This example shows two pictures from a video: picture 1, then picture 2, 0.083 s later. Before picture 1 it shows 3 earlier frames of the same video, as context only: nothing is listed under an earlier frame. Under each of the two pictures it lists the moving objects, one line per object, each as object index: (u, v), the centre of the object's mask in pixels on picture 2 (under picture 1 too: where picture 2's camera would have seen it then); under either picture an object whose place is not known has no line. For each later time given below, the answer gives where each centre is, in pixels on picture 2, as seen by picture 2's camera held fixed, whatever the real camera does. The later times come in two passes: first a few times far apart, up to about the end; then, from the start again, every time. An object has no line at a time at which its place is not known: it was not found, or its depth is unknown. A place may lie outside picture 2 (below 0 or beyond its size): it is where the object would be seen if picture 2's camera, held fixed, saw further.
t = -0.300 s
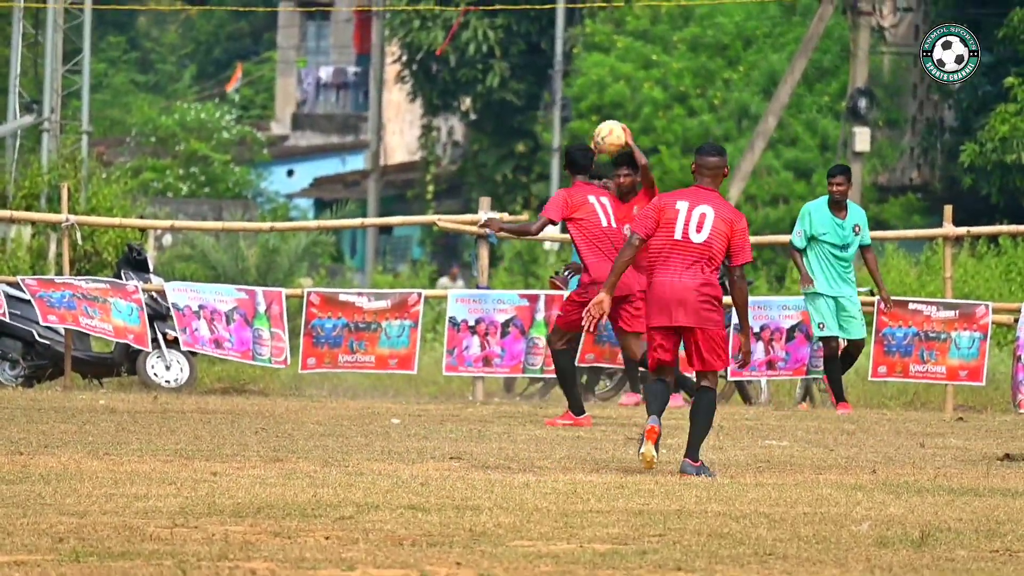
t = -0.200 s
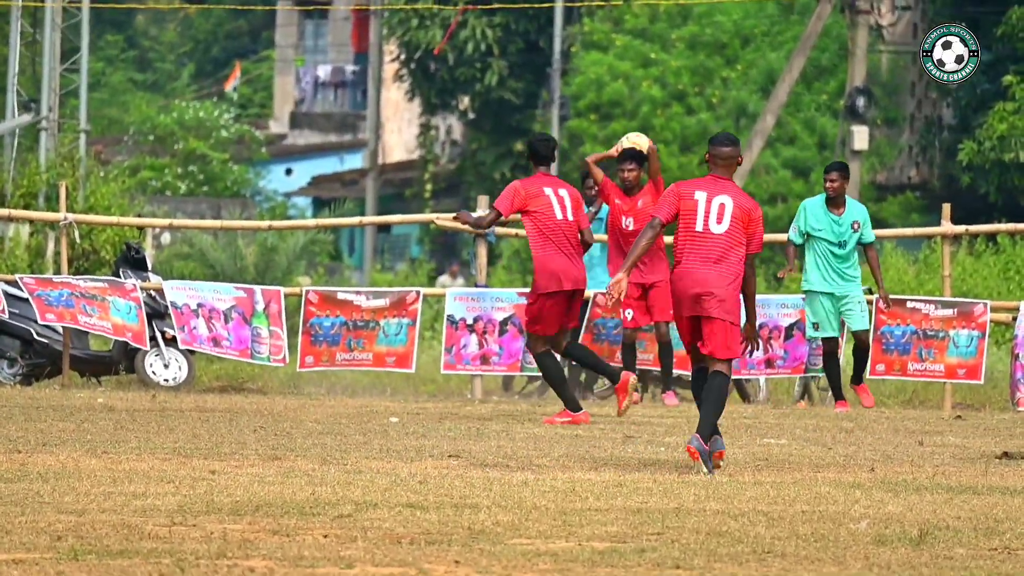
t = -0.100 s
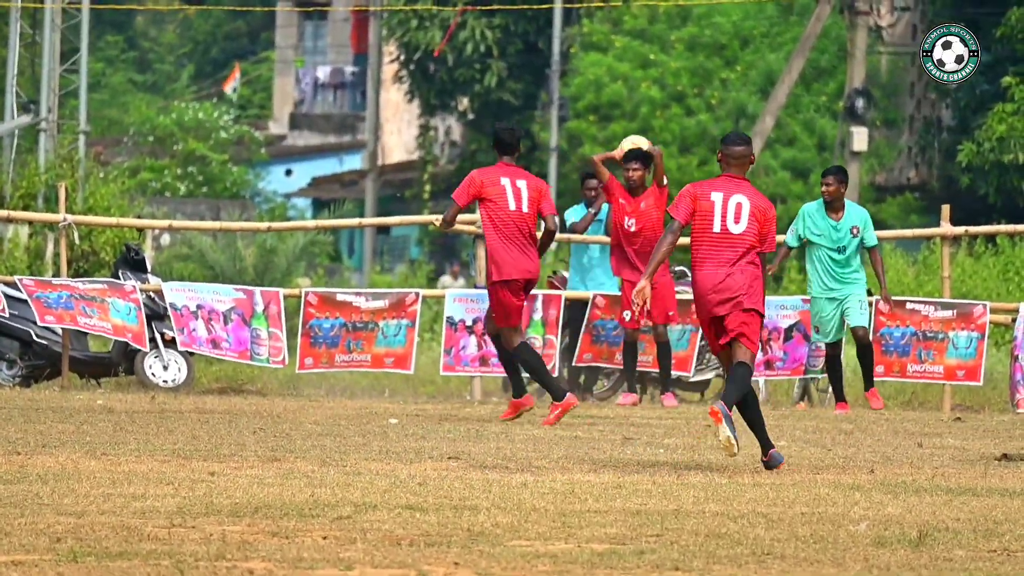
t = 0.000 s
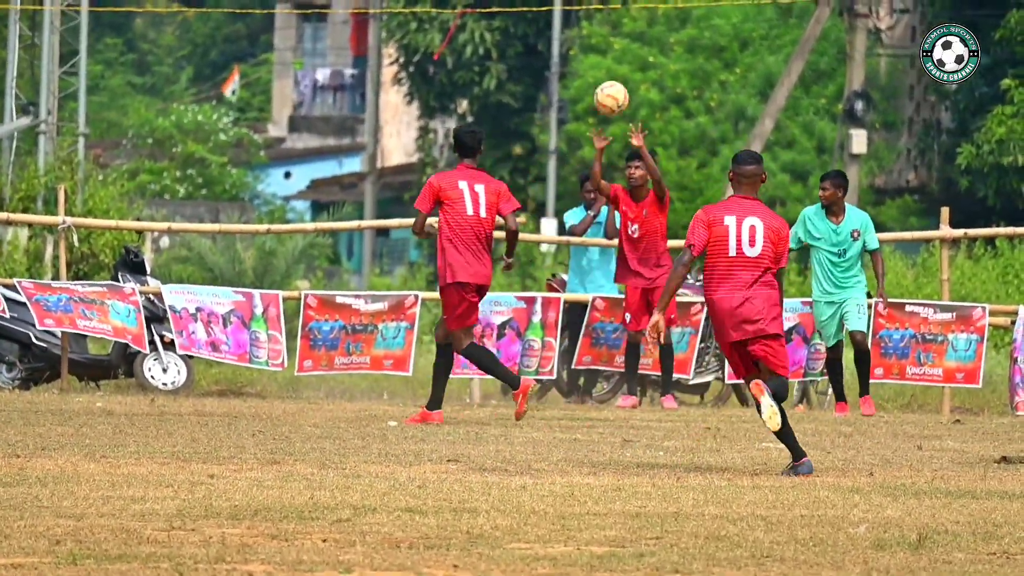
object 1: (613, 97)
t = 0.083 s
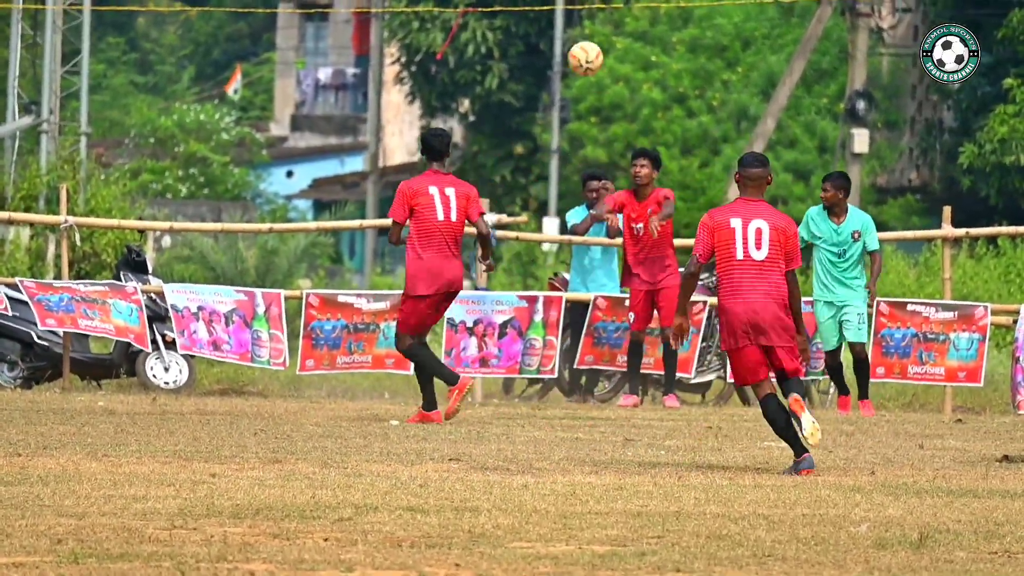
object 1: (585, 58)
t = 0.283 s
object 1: (515, 13)
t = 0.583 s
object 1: (404, 67)
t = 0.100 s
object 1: (580, 52)
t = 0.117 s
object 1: (574, 46)
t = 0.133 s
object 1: (568, 40)
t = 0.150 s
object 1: (562, 35)
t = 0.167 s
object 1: (556, 31)
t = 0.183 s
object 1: (550, 26)
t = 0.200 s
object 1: (545, 22)
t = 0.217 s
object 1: (539, 19)
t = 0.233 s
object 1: (533, 16)
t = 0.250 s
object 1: (527, 15)
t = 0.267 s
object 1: (521, 14)
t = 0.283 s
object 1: (515, 13)
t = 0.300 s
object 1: (509, 13)
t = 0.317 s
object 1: (503, 12)
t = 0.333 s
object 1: (497, 12)
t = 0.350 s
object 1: (491, 11)
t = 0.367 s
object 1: (485, 12)
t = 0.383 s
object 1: (479, 12)
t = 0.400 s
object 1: (473, 13)
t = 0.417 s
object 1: (467, 16)
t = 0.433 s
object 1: (461, 19)
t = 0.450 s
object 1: (455, 22)
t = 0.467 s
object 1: (449, 26)
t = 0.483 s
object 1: (443, 30)
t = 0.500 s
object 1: (436, 35)
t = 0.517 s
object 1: (430, 41)
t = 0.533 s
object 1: (424, 46)
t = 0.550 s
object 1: (417, 53)
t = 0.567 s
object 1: (411, 60)
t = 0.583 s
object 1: (404, 67)
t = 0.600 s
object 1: (398, 75)
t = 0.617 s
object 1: (392, 84)
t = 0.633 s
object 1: (386, 93)
